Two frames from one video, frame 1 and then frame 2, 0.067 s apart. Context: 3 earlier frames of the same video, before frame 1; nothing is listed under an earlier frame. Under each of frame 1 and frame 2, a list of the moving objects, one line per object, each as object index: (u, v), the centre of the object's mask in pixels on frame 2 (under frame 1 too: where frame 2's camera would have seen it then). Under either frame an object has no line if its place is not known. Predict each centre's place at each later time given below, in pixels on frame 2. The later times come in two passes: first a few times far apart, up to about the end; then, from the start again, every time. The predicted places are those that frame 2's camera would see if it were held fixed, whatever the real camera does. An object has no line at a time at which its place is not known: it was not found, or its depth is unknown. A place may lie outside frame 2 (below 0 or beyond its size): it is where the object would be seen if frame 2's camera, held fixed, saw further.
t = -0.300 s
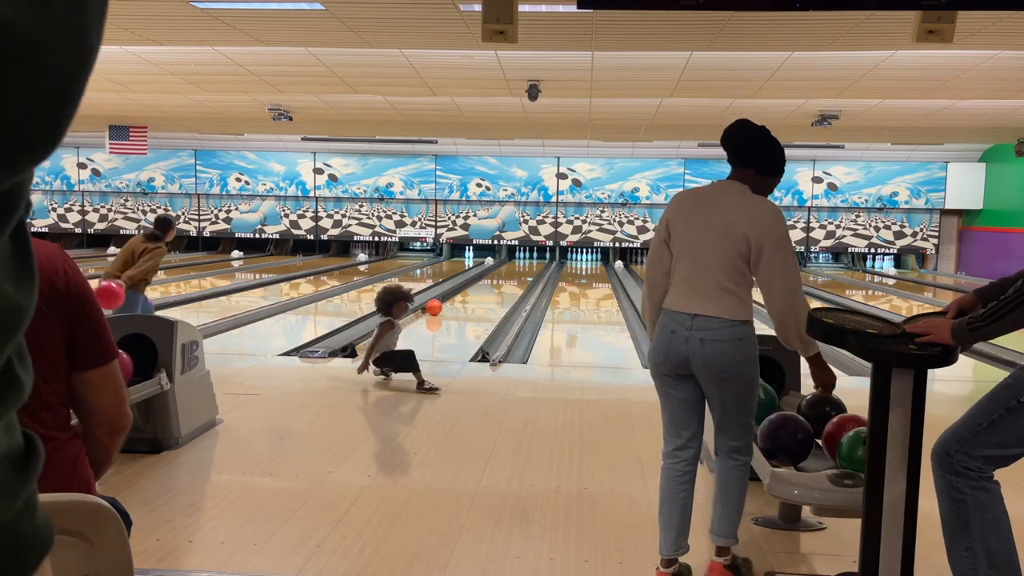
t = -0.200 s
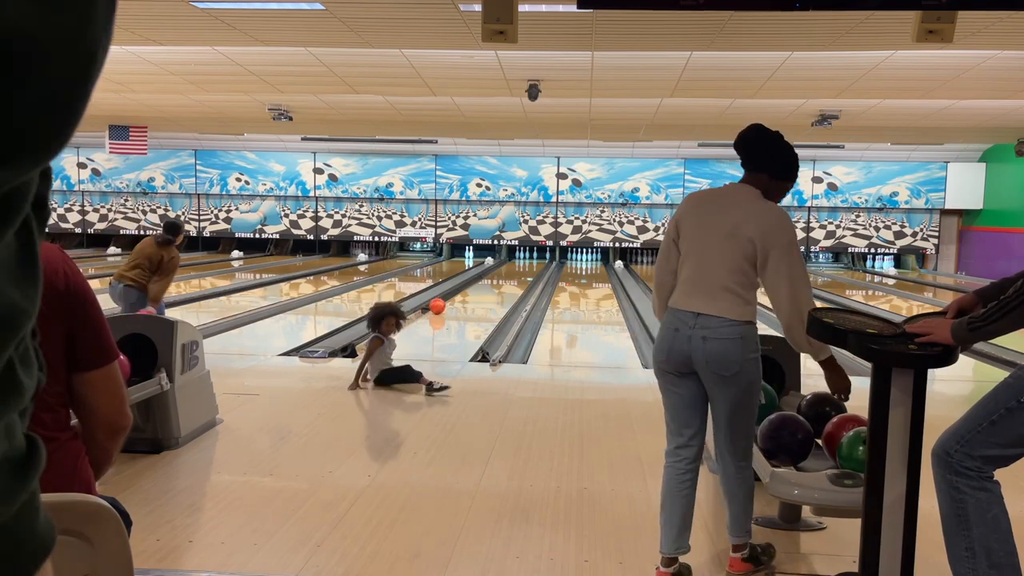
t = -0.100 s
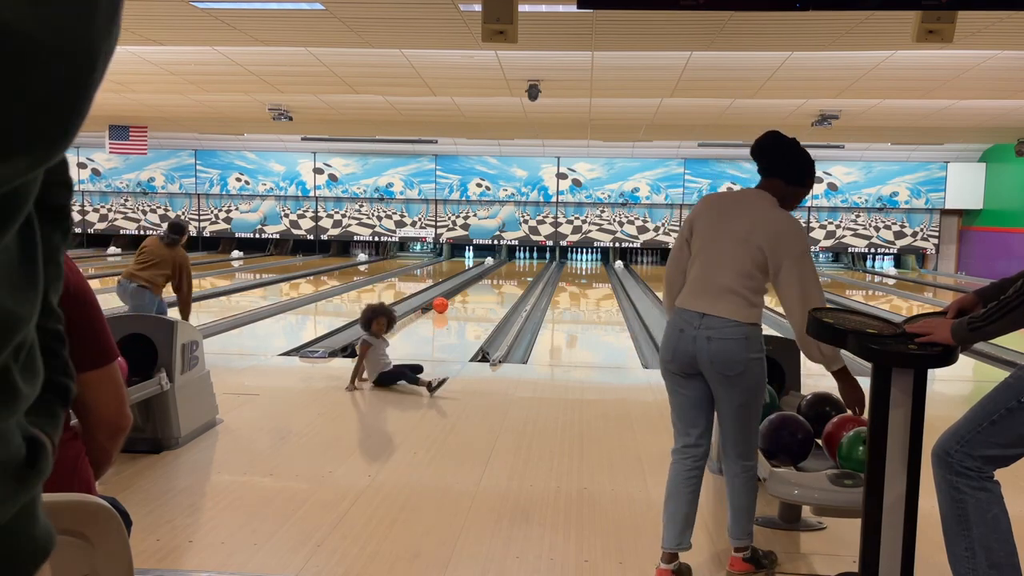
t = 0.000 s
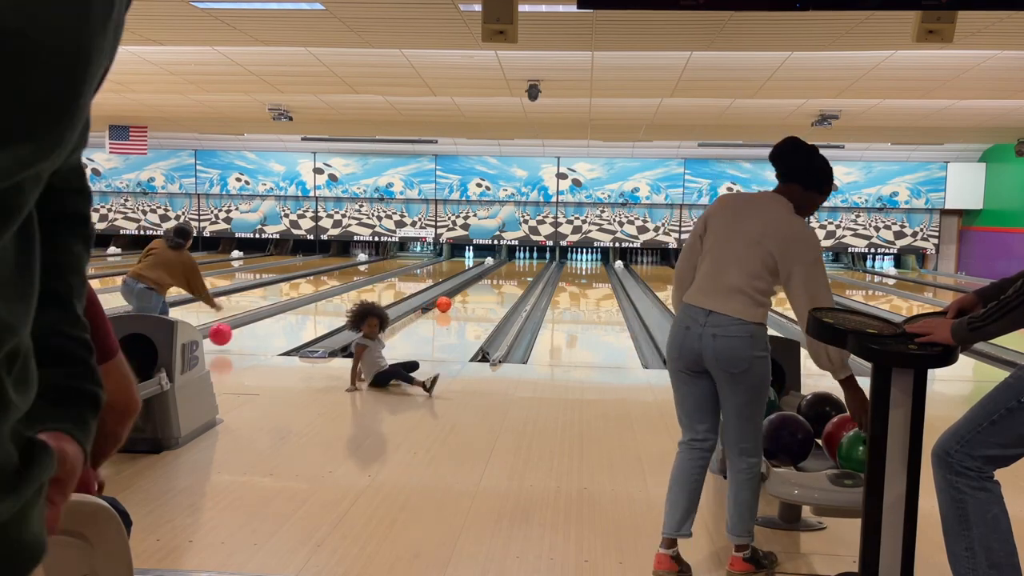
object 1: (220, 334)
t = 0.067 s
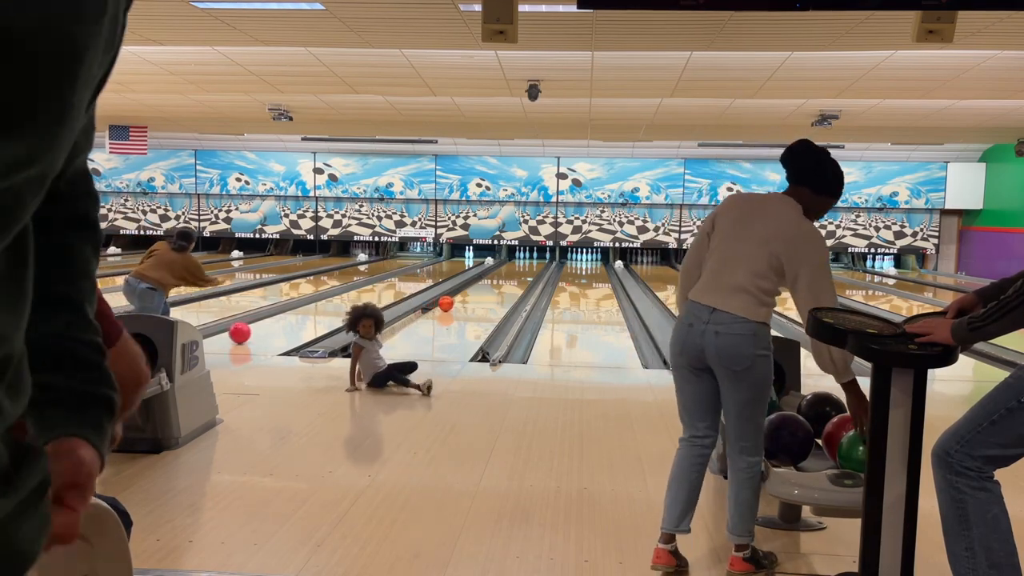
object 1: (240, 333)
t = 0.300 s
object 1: (293, 314)
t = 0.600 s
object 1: (340, 297)
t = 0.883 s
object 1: (373, 286)
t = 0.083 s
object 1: (244, 331)
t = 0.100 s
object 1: (248, 330)
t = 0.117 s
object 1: (253, 329)
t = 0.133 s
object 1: (257, 327)
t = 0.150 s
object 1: (261, 325)
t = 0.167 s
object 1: (265, 324)
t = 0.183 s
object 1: (269, 323)
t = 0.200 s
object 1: (272, 321)
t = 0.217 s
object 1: (276, 320)
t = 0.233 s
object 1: (280, 319)
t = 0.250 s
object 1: (283, 317)
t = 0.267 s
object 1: (287, 316)
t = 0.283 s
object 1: (290, 315)
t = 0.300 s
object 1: (293, 314)
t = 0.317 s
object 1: (296, 313)
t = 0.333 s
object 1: (299, 312)
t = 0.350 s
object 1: (302, 310)
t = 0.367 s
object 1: (305, 309)
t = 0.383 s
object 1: (308, 308)
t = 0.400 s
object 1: (311, 308)
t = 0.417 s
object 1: (314, 306)
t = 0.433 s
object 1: (316, 306)
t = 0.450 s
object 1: (319, 305)
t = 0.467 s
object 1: (322, 304)
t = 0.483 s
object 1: (324, 303)
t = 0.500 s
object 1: (327, 302)
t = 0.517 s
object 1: (329, 302)
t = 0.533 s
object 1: (331, 301)
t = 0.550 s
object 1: (334, 300)
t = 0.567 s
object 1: (336, 299)
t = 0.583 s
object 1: (338, 298)
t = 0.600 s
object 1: (340, 297)
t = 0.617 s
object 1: (343, 296)
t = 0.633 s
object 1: (345, 295)
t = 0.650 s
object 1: (347, 295)
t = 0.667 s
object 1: (349, 294)
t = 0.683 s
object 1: (351, 294)
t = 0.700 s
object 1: (353, 293)
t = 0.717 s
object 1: (355, 292)
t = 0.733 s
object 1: (357, 292)
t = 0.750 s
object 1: (359, 291)
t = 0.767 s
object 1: (360, 290)
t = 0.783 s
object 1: (362, 289)
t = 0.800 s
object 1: (364, 289)
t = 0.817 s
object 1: (366, 288)
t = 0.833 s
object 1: (368, 288)
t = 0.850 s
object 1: (370, 287)
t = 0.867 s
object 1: (371, 287)
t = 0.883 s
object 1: (373, 286)
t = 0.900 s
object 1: (374, 286)
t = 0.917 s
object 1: (376, 285)
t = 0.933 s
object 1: (377, 285)
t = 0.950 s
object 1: (378, 284)
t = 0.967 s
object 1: (380, 283)
